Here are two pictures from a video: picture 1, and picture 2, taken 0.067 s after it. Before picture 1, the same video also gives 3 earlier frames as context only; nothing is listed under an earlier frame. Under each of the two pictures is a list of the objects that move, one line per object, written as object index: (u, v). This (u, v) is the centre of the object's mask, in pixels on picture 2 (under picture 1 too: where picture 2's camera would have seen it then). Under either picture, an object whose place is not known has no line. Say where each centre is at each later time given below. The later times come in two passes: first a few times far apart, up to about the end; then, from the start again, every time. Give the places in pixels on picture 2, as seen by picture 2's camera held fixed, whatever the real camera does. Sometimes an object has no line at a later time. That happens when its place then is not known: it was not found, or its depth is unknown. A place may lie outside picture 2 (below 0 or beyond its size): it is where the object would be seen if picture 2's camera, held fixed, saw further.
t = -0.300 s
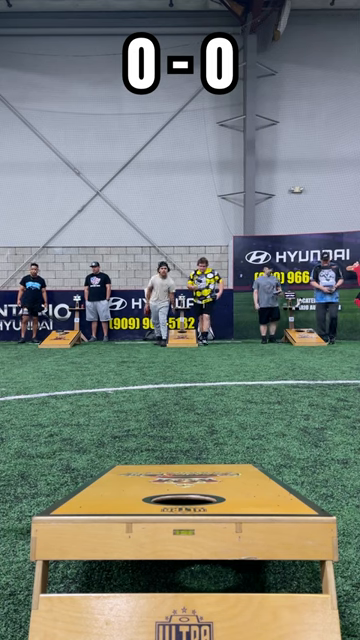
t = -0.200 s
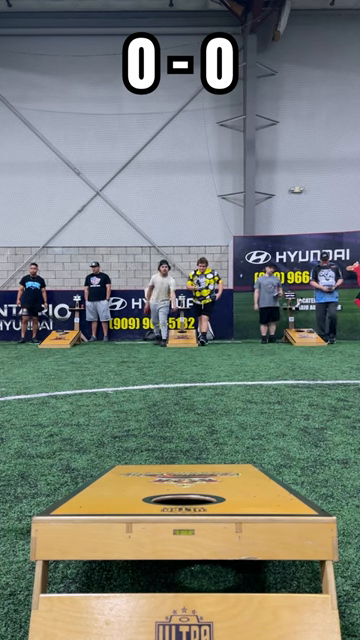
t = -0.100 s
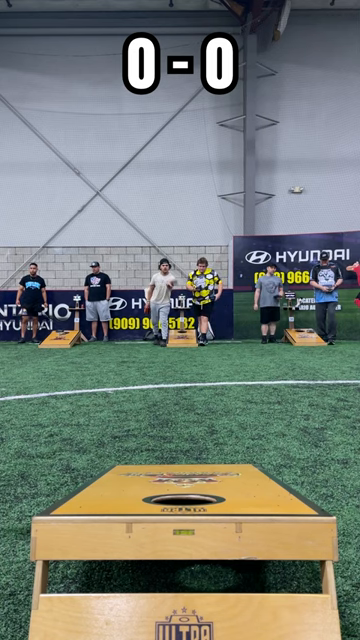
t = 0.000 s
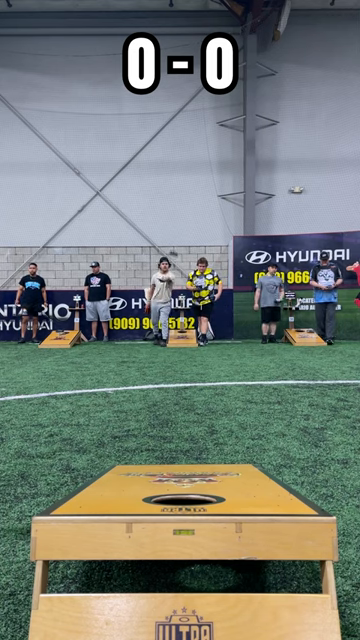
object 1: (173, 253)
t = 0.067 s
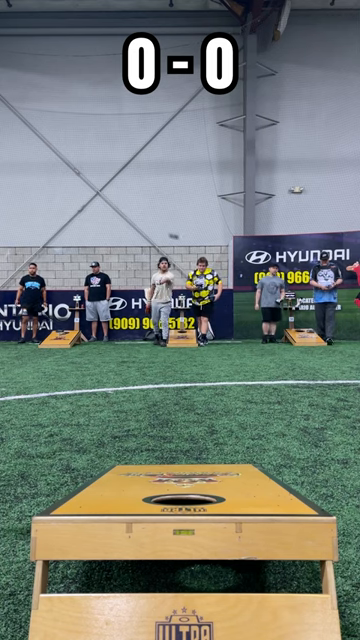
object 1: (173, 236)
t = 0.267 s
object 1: (174, 192)
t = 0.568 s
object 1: (176, 164)
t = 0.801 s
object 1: (180, 213)
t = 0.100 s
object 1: (174, 228)
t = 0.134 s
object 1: (174, 220)
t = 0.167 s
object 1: (173, 212)
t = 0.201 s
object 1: (174, 205)
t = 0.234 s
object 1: (174, 198)
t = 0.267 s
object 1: (174, 192)
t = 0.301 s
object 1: (174, 186)
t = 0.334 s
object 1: (174, 181)
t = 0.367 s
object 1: (174, 176)
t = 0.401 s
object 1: (175, 172)
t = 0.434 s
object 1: (175, 169)
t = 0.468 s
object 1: (175, 166)
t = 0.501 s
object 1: (175, 165)
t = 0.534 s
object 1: (175, 164)
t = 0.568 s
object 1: (176, 164)
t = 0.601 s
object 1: (176, 166)
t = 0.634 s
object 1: (176, 169)
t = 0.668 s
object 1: (177, 173)
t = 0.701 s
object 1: (177, 180)
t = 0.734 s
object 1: (178, 188)
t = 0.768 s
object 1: (179, 199)
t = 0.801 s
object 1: (180, 213)
